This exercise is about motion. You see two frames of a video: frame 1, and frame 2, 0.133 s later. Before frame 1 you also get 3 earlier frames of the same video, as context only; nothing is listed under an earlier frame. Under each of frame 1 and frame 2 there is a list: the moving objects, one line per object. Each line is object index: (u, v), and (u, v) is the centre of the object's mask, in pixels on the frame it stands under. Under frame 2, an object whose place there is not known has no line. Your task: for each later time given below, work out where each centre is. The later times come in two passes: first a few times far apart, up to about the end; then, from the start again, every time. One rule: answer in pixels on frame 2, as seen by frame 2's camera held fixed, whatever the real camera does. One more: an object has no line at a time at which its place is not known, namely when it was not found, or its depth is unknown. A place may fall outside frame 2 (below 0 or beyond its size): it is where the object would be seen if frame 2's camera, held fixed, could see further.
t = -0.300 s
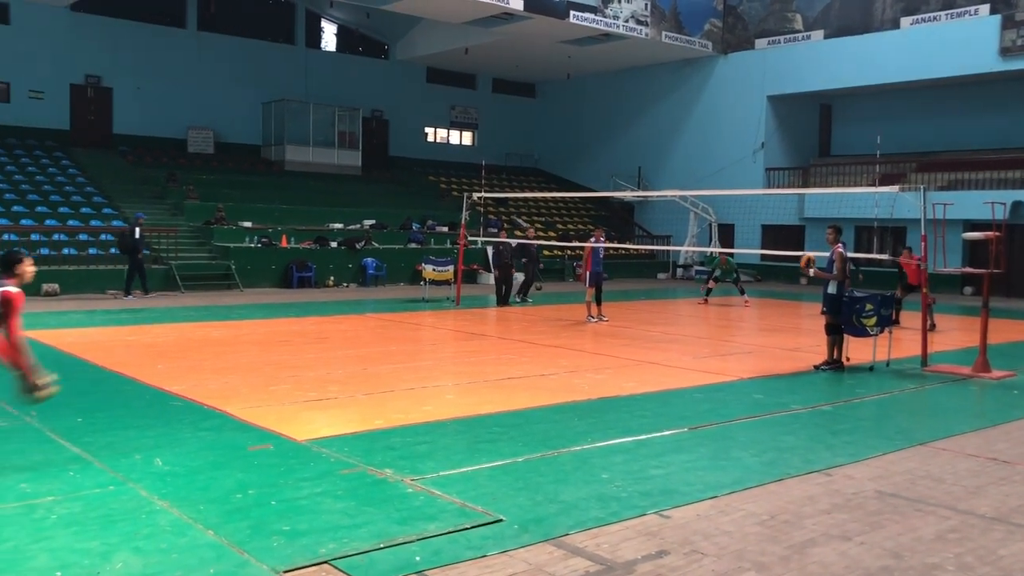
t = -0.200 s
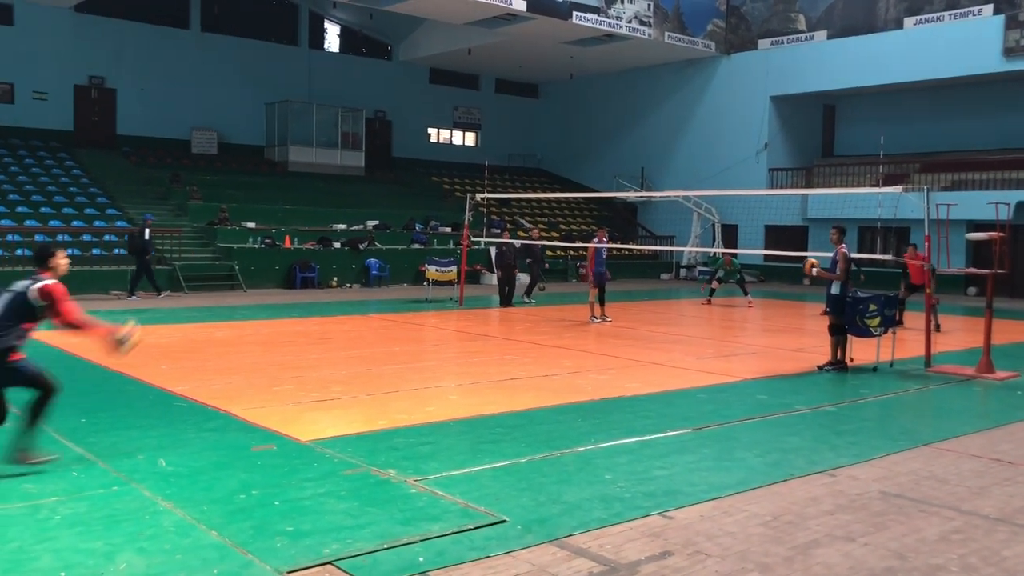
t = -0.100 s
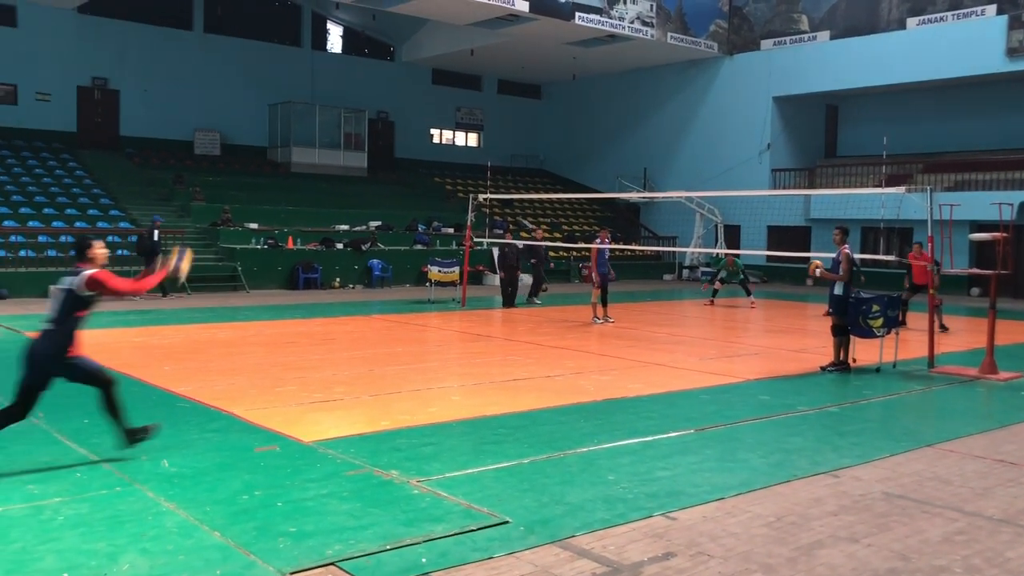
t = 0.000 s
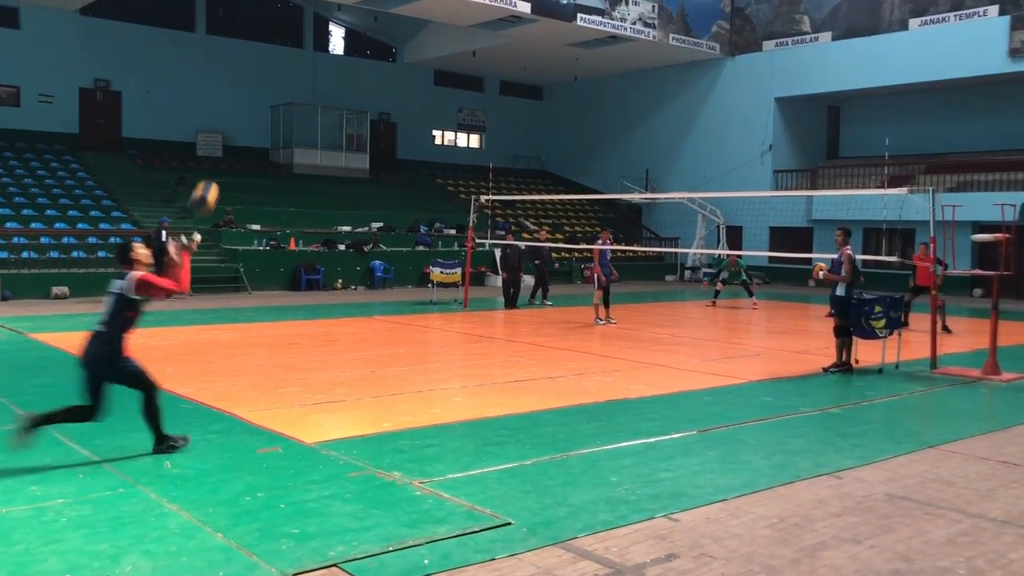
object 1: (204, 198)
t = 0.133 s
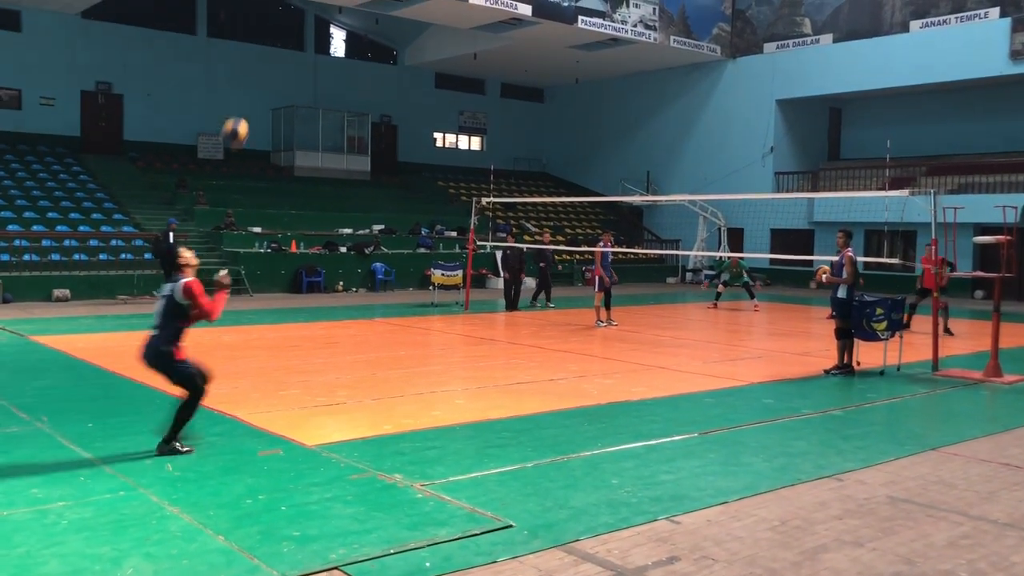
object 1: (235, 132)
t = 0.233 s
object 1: (255, 98)
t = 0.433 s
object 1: (291, 67)
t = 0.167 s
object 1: (242, 119)
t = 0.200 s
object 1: (248, 108)
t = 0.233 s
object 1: (255, 98)
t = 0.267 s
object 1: (261, 90)
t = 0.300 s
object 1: (267, 83)
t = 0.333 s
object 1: (273, 77)
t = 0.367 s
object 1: (279, 72)
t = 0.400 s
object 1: (285, 69)
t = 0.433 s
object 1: (291, 67)
